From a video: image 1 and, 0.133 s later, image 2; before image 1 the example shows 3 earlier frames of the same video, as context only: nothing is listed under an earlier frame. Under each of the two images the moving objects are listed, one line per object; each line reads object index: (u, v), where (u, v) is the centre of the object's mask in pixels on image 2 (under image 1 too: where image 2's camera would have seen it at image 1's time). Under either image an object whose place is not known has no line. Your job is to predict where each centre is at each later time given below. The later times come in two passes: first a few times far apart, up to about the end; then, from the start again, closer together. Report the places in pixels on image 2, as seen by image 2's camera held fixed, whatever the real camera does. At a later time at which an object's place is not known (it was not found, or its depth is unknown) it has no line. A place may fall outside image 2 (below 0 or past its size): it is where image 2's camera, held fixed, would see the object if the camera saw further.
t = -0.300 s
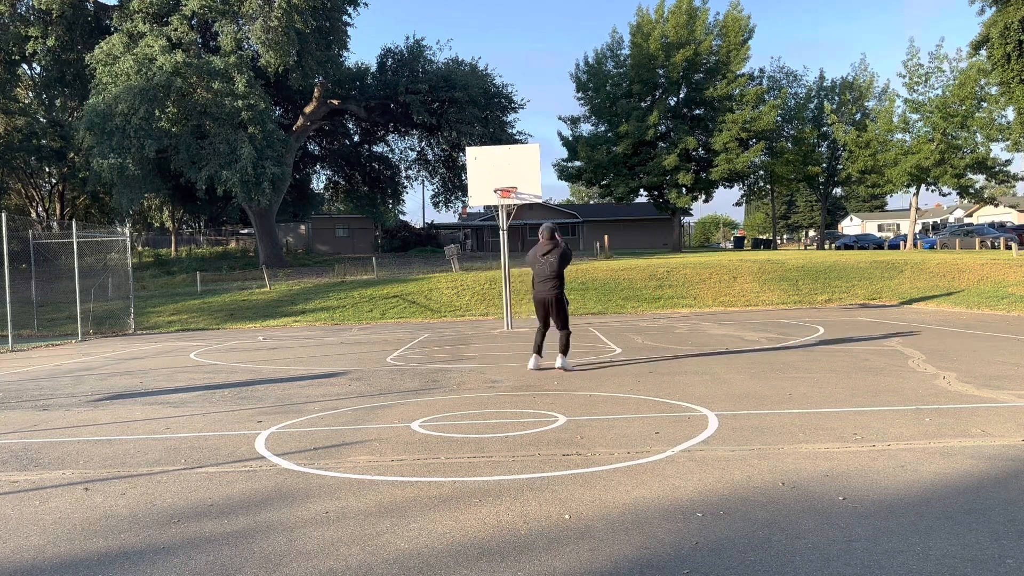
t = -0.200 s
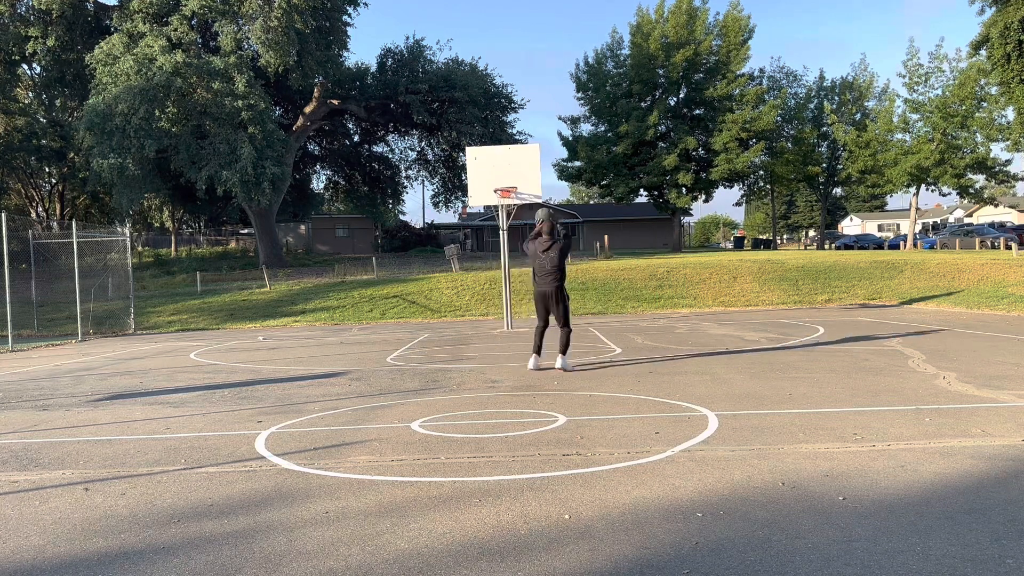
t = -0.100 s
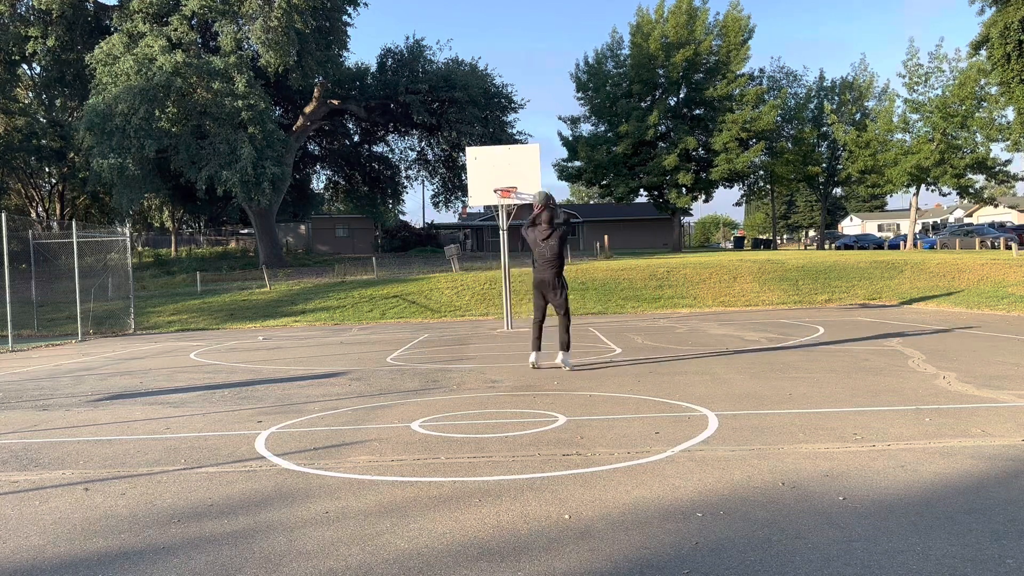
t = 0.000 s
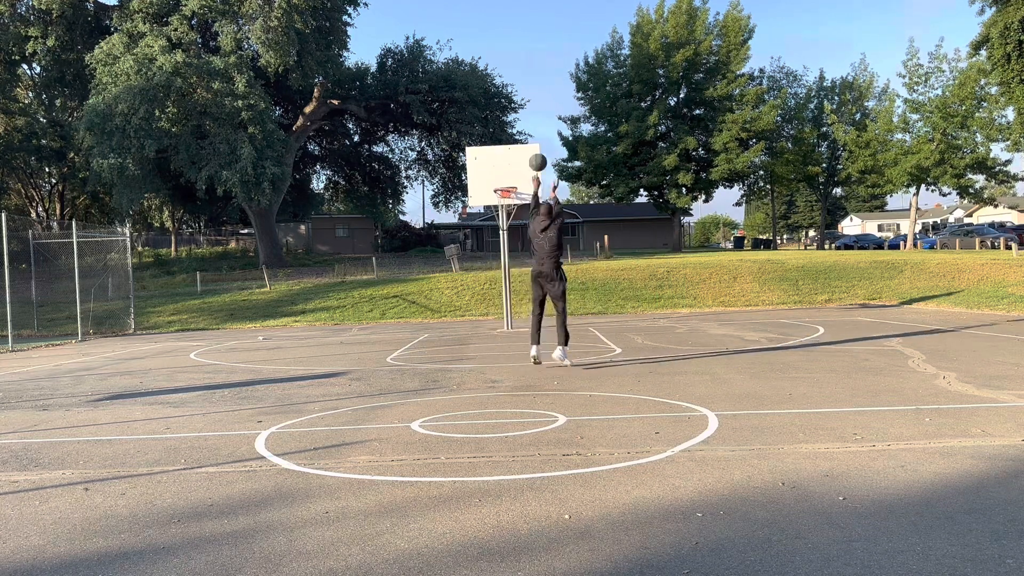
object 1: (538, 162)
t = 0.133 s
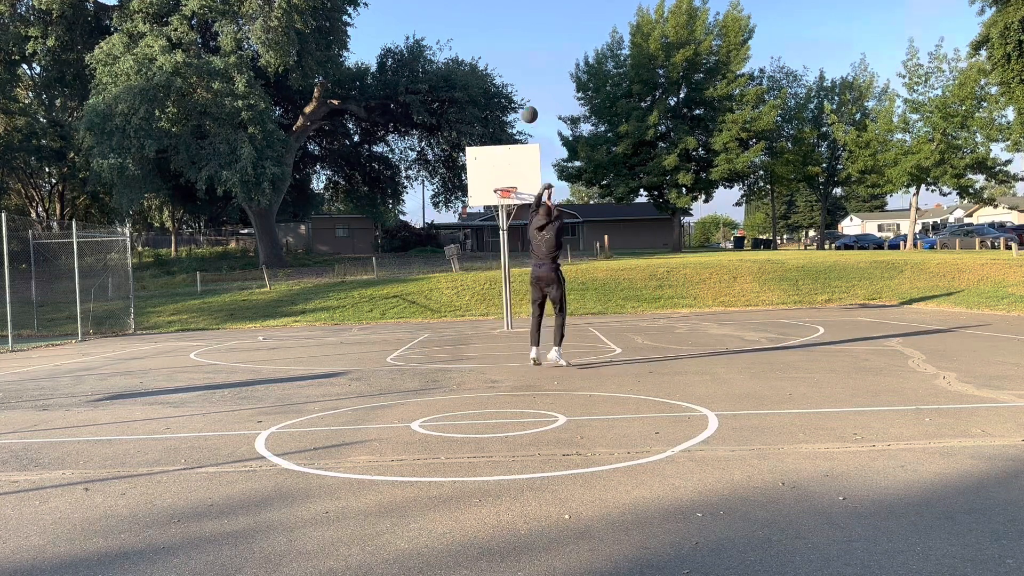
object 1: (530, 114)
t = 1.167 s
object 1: (500, 166)
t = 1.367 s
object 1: (513, 200)
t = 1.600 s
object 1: (517, 199)
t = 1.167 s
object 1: (500, 166)
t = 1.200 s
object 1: (500, 176)
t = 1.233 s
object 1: (499, 184)
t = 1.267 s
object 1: (501, 193)
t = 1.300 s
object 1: (504, 195)
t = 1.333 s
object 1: (511, 201)
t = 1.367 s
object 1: (513, 200)
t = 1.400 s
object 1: (514, 200)
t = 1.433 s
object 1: (515, 199)
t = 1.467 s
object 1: (515, 199)
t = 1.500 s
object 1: (516, 199)
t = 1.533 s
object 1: (516, 199)
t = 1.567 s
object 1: (517, 199)
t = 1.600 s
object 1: (517, 199)
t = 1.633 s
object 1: (517, 201)
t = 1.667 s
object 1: (516, 202)
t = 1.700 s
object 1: (515, 204)
